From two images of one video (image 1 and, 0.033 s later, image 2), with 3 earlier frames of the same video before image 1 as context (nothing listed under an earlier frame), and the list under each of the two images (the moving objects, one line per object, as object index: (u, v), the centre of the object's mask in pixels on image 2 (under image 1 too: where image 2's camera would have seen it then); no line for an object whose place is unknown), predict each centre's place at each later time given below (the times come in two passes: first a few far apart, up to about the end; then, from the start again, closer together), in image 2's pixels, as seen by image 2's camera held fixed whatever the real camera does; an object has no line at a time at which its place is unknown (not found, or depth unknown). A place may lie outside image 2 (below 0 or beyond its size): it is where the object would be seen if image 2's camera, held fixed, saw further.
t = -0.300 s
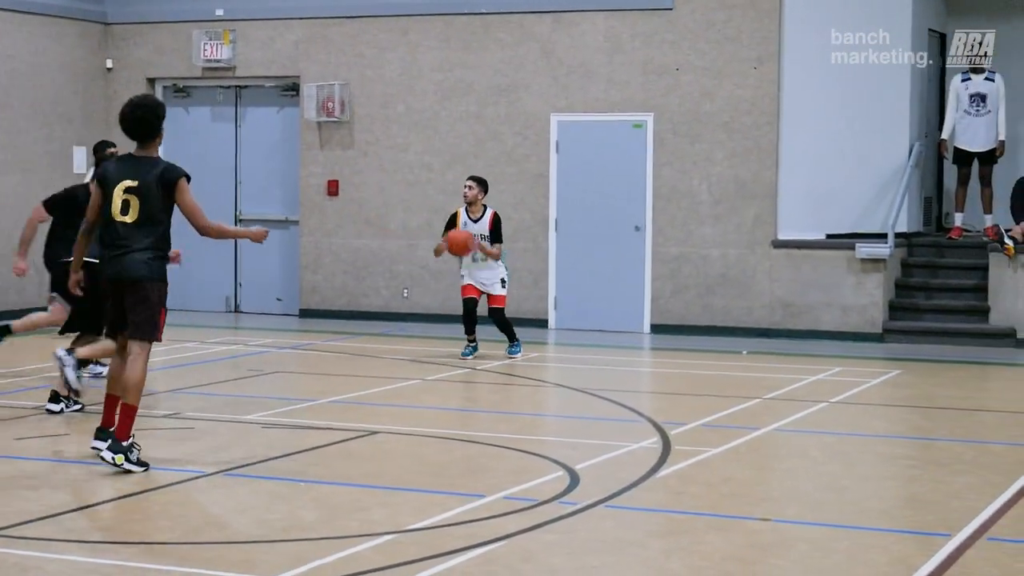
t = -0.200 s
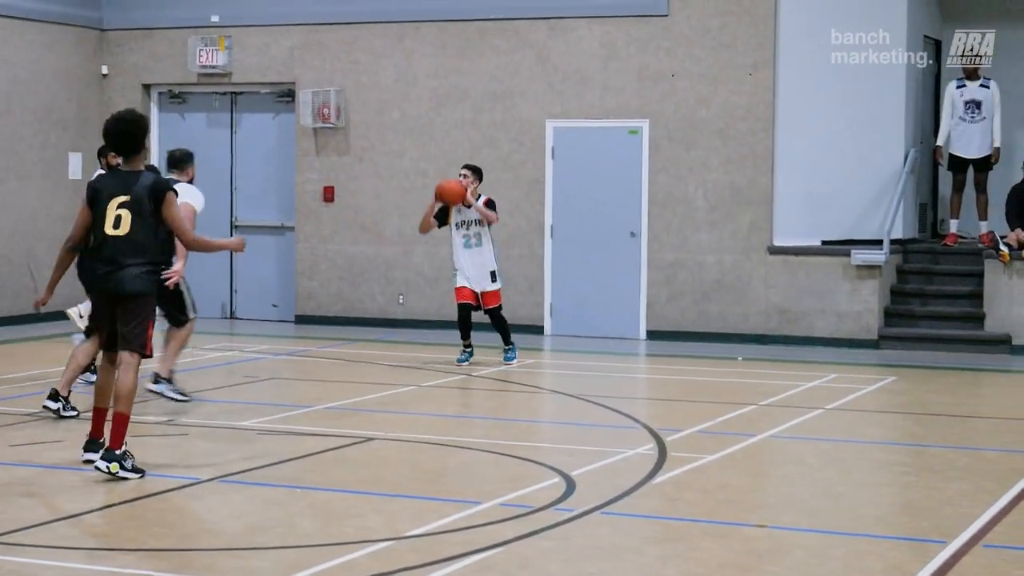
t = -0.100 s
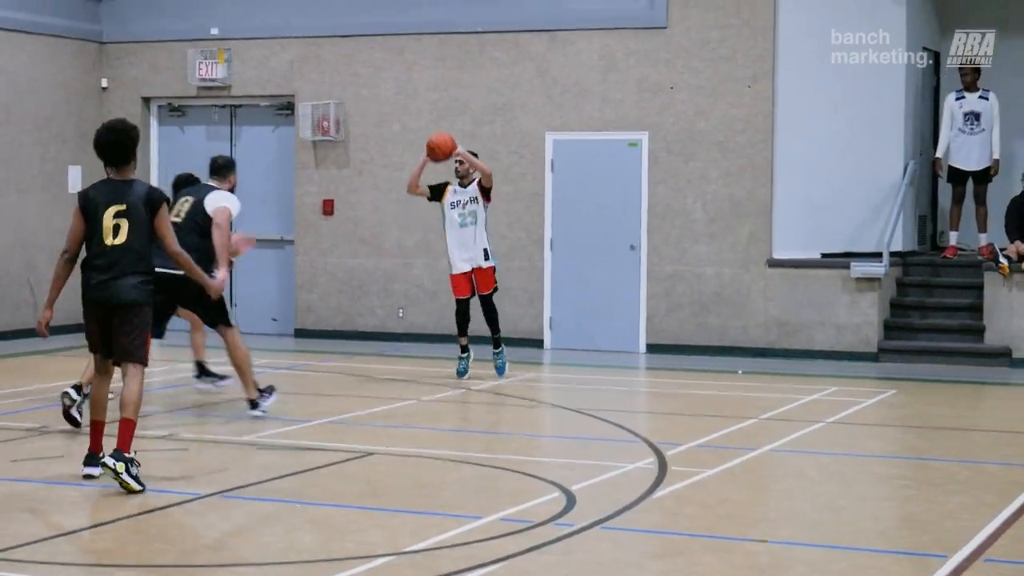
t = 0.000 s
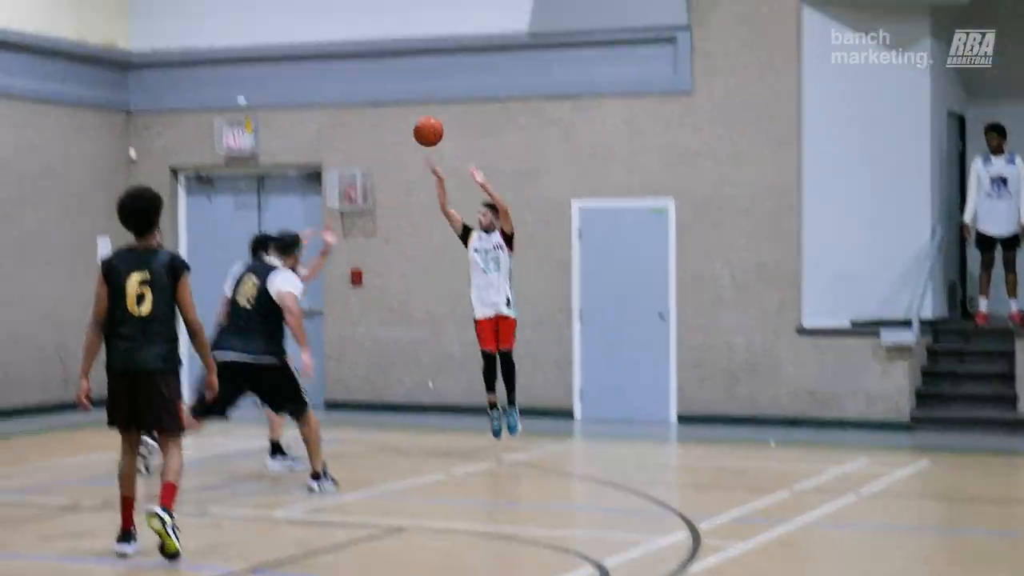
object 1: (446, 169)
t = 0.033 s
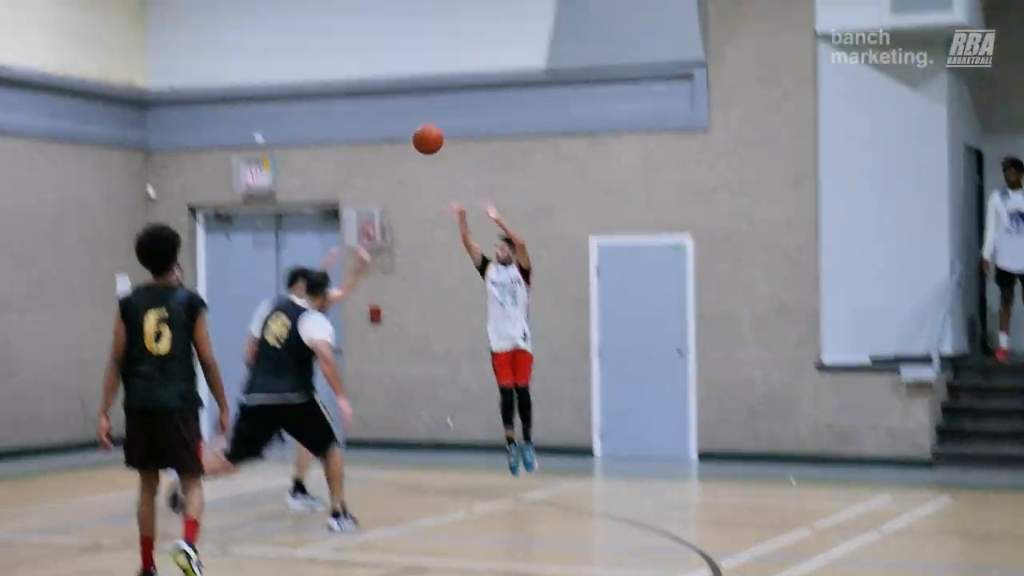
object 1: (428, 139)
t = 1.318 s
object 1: (-411, 85)
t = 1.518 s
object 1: (-372, 270)
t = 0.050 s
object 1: (419, 126)
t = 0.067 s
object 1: (410, 112)
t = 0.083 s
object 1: (400, 98)
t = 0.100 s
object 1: (392, 85)
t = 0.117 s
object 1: (383, 72)
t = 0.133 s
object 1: (374, 58)
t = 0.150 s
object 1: (364, 45)
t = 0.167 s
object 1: (356, 33)
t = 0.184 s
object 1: (347, 21)
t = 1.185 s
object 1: (-340, -28)
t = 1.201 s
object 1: (-355, -15)
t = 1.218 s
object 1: (-370, 0)
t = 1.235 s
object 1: (-386, 15)
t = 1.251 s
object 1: (-402, 22)
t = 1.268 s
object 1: (-417, 55)
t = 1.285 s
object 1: (-416, 60)
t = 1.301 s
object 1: (-413, 73)
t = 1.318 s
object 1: (-411, 85)
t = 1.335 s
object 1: (-408, 99)
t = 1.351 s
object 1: (-404, 112)
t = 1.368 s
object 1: (-401, 129)
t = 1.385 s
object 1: (-397, 140)
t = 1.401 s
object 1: (-395, 155)
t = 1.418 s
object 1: (-391, 170)
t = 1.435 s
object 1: (-388, 185)
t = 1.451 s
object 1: (-384, 201)
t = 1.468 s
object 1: (-381, 218)
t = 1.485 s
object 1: (-378, 234)
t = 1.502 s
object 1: (-375, 251)
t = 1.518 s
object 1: (-372, 270)
